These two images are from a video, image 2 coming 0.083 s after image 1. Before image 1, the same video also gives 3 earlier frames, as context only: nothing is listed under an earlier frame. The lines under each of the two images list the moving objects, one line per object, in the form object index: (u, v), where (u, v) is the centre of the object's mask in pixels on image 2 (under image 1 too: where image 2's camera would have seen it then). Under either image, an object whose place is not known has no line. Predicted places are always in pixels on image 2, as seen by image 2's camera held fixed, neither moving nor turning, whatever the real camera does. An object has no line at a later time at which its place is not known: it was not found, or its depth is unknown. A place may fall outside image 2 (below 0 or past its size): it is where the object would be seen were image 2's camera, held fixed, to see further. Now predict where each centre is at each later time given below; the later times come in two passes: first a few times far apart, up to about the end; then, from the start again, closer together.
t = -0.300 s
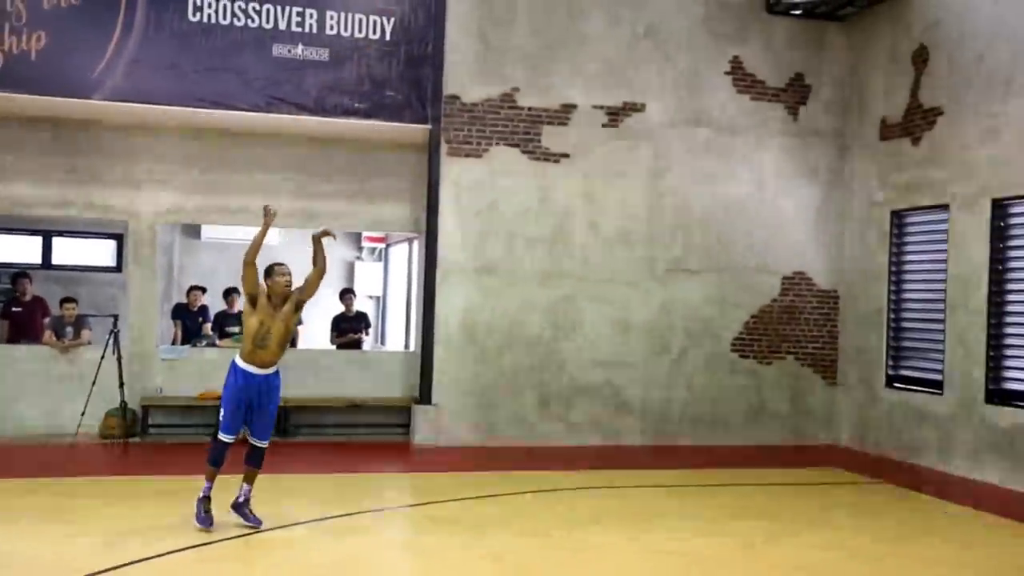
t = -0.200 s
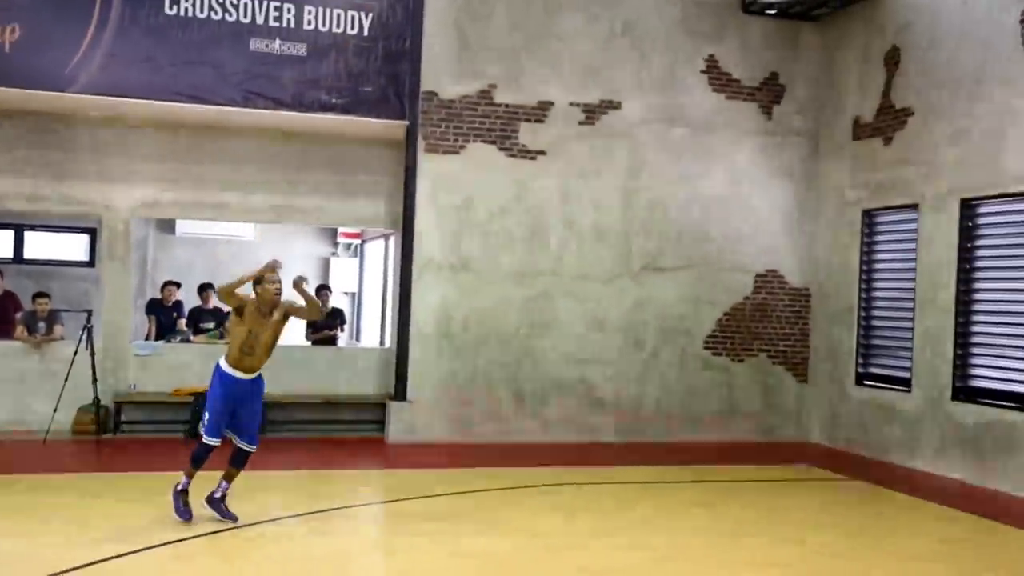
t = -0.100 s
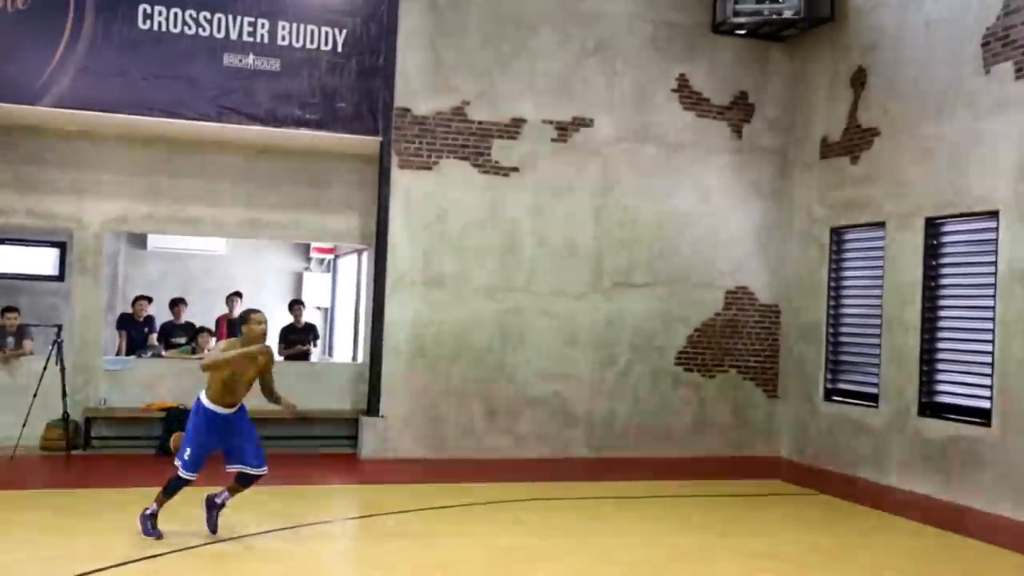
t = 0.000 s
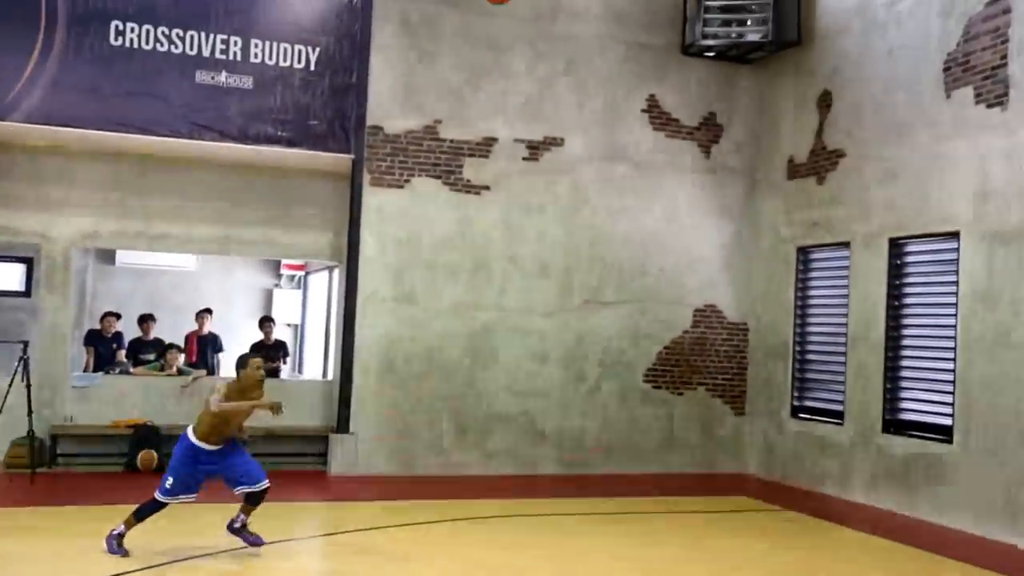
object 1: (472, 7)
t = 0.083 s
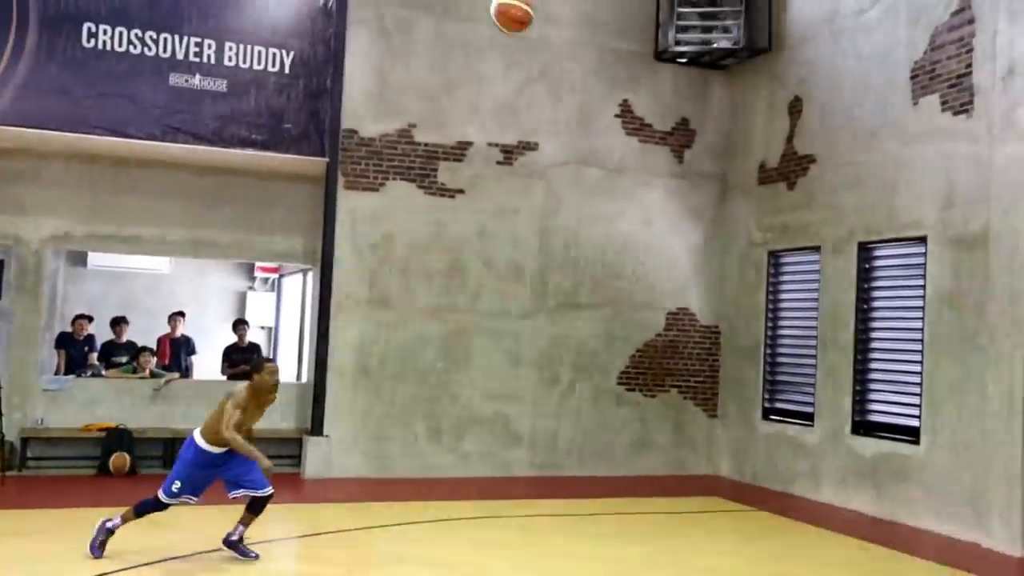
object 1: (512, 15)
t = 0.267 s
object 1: (604, 112)
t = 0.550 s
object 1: (753, 416)
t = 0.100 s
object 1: (520, 19)
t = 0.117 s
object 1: (529, 25)
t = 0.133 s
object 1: (537, 33)
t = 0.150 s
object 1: (545, 41)
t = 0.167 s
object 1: (553, 49)
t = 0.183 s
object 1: (562, 58)
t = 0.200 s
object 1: (570, 68)
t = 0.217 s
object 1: (579, 78)
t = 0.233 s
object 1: (587, 88)
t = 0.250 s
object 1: (596, 100)
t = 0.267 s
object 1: (604, 112)
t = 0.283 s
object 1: (612, 124)
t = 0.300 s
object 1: (620, 137)
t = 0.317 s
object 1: (628, 151)
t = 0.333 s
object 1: (637, 165)
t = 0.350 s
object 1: (645, 180)
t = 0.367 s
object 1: (653, 196)
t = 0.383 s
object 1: (662, 212)
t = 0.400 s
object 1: (670, 230)
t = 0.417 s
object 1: (679, 248)
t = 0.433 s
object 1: (687, 266)
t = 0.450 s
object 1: (696, 285)
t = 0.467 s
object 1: (705, 305)
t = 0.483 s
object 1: (714, 325)
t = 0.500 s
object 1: (724, 347)
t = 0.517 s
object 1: (733, 369)
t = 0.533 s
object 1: (741, 392)
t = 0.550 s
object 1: (753, 416)
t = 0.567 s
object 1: (763, 442)
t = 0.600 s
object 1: (781, 494)
